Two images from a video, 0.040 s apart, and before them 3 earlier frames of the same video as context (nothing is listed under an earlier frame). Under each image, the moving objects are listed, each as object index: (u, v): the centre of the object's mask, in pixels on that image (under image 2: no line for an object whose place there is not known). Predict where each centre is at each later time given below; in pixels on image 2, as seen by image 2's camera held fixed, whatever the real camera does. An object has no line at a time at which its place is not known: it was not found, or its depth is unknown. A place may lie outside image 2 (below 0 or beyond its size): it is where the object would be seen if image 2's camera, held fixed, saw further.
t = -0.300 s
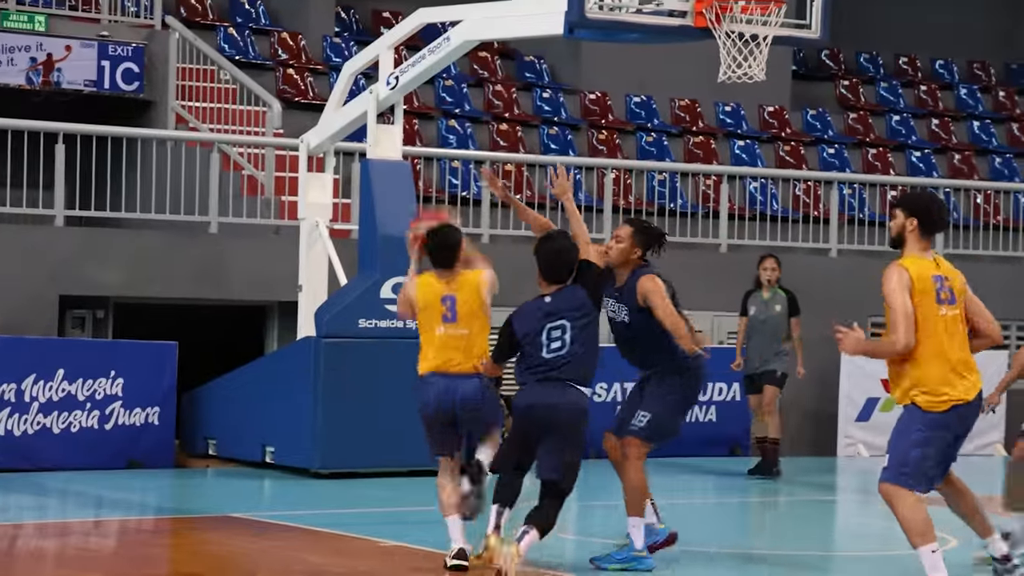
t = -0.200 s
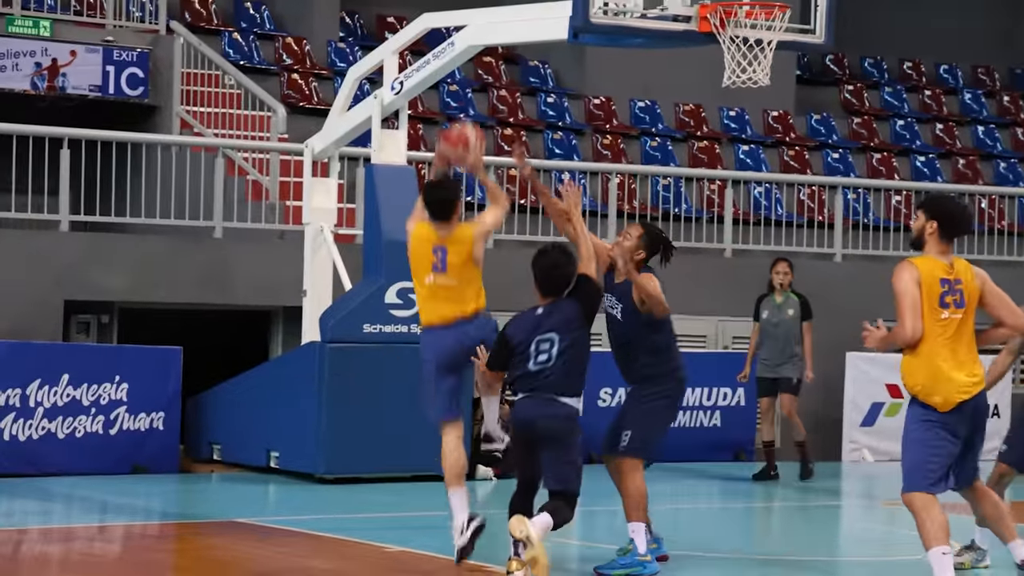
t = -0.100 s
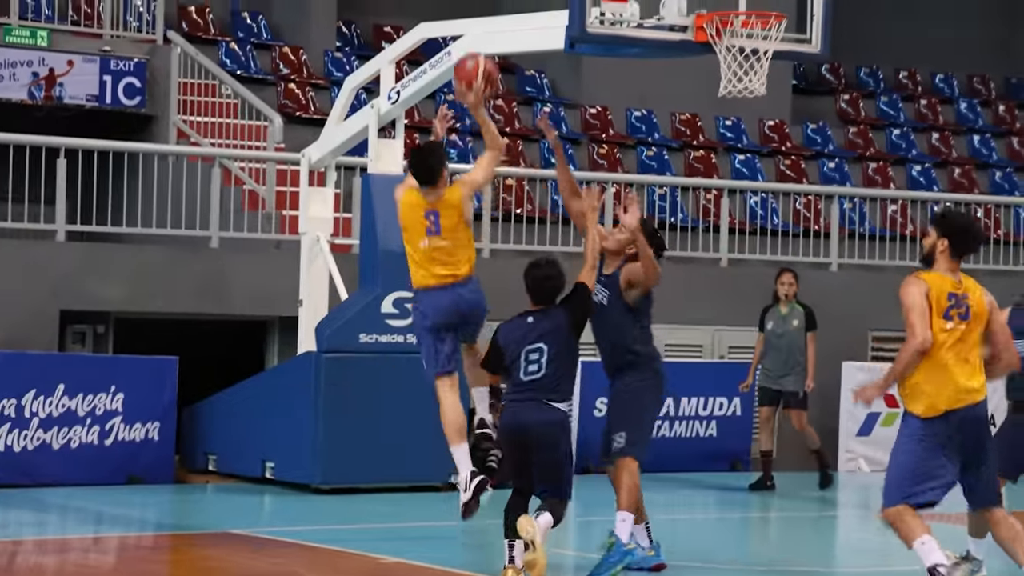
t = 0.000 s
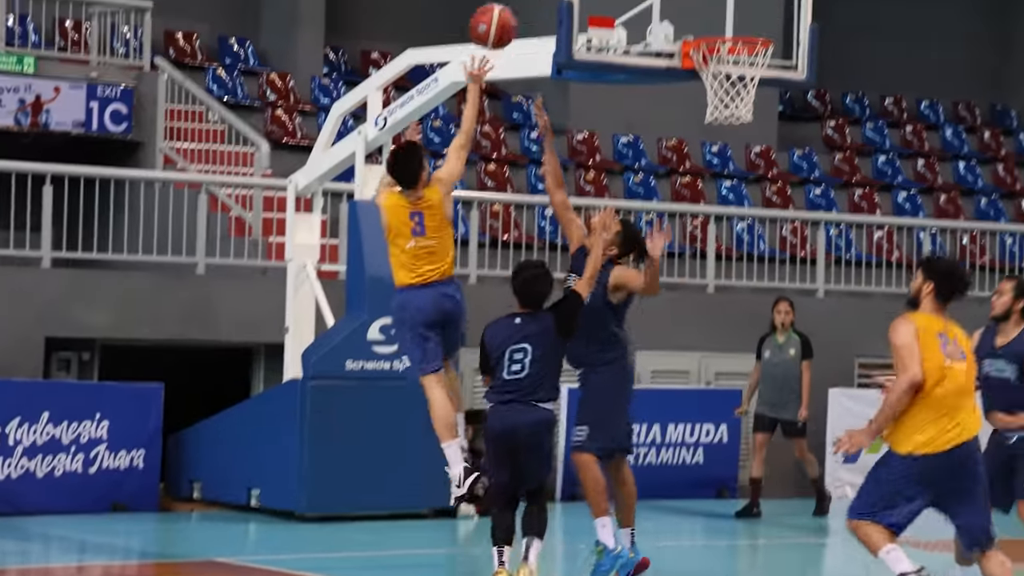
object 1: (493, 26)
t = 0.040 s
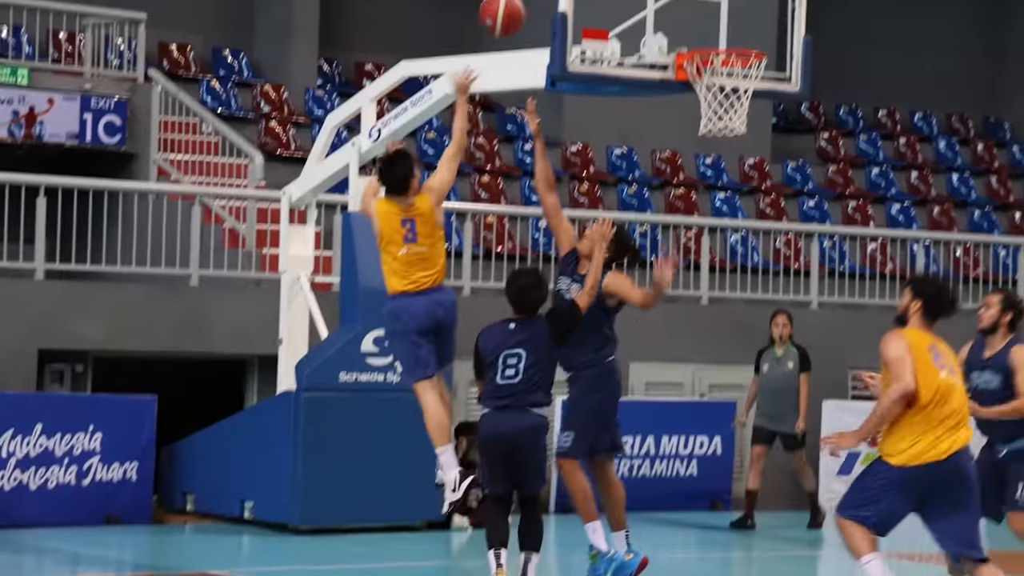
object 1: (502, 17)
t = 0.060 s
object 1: (509, 6)
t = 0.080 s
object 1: (516, -2)
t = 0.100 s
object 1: (524, -12)
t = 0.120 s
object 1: (530, -21)
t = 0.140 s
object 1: (537, -30)
